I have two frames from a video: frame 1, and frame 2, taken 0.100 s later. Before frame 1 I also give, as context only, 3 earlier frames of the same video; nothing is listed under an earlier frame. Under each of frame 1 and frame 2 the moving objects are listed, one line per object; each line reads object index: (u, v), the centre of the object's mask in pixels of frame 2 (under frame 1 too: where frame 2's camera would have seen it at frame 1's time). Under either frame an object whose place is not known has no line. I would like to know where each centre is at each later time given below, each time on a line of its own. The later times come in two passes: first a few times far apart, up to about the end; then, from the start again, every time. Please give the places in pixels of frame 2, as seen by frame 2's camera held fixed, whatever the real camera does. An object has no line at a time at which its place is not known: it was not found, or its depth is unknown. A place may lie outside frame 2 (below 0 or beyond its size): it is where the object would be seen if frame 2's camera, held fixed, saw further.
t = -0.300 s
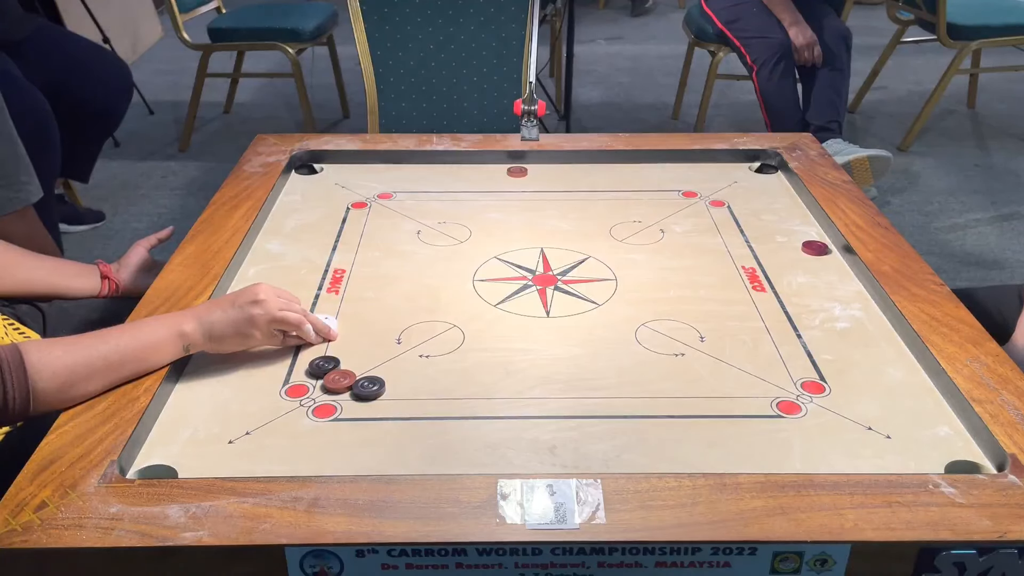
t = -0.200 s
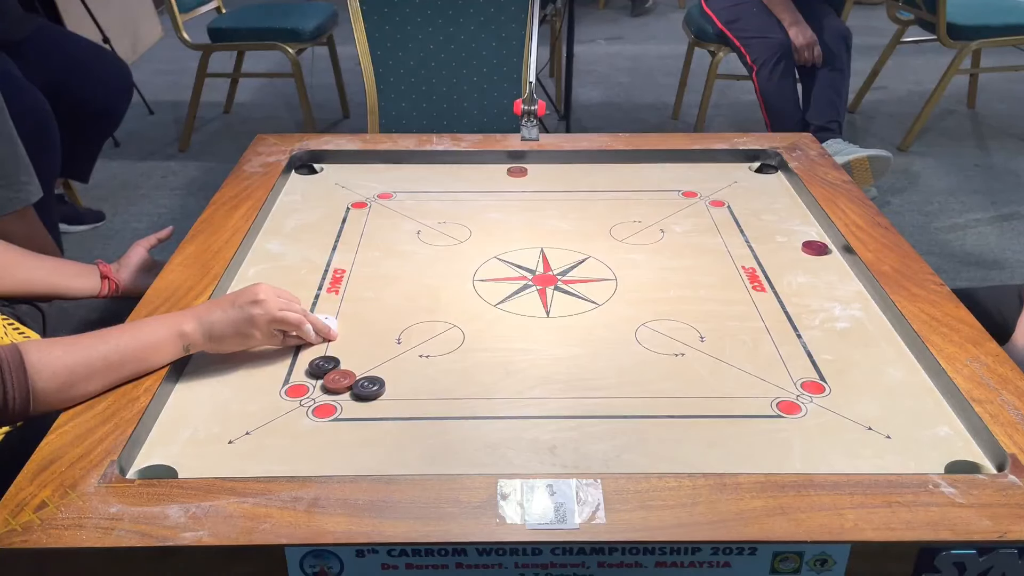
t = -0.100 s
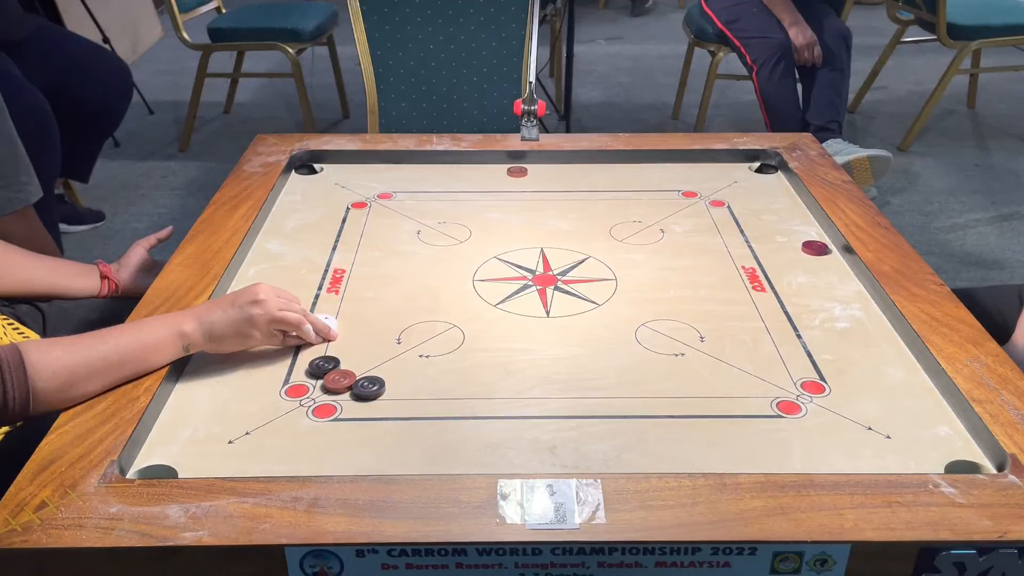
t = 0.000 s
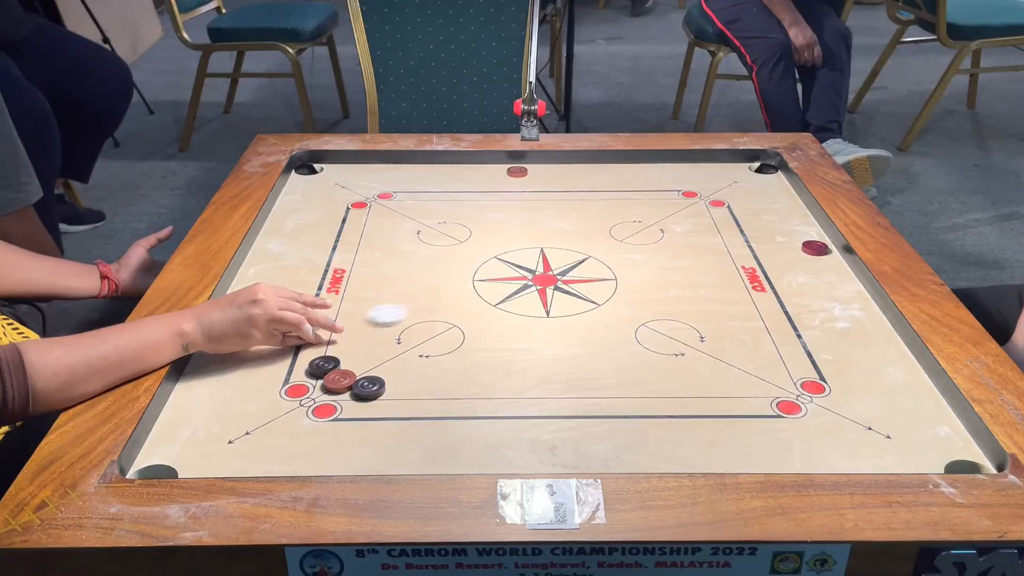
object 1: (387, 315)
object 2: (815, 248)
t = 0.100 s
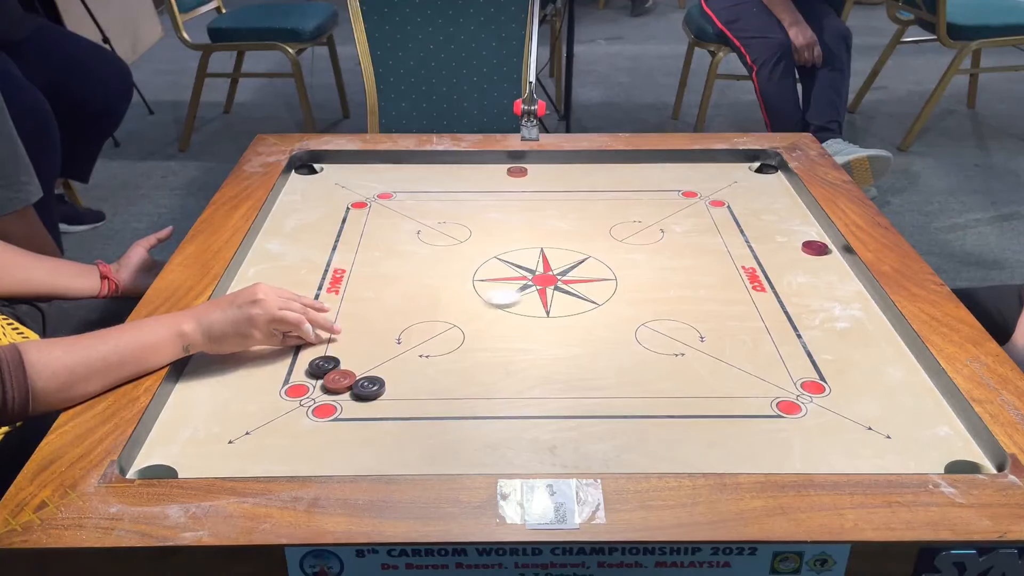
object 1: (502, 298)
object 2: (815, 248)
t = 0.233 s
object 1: (639, 276)
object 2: (815, 248)
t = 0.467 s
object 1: (792, 253)
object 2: (809, 238)
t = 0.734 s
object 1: (783, 256)
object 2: (711, 194)
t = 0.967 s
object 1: (783, 256)
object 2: (660, 172)
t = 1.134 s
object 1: (783, 256)
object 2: (639, 166)
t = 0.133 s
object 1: (537, 291)
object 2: (815, 248)
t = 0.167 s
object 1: (572, 286)
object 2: (815, 248)
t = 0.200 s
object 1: (605, 281)
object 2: (815, 248)
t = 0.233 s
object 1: (639, 276)
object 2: (815, 248)
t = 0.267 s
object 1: (667, 271)
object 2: (815, 248)
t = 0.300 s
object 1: (696, 267)
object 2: (815, 248)
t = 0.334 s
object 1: (724, 262)
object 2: (815, 248)
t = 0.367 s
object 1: (752, 258)
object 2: (815, 248)
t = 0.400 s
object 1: (778, 255)
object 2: (815, 248)
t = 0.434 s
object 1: (796, 252)
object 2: (820, 245)
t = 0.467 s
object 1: (792, 253)
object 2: (809, 238)
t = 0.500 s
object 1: (789, 254)
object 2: (794, 231)
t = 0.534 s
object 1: (787, 255)
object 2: (780, 225)
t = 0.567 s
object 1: (785, 256)
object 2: (767, 219)
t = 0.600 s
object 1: (784, 256)
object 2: (754, 214)
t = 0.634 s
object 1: (783, 256)
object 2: (742, 208)
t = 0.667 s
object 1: (783, 256)
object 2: (732, 203)
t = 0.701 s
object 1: (783, 256)
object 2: (721, 199)
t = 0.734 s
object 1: (783, 256)
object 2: (711, 194)
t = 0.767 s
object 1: (783, 256)
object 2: (702, 191)
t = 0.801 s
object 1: (783, 256)
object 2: (694, 187)
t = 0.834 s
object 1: (783, 256)
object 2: (686, 184)
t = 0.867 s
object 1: (783, 256)
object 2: (679, 180)
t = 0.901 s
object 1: (783, 256)
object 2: (672, 178)
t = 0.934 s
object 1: (783, 256)
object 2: (666, 175)
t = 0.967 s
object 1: (783, 256)
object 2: (660, 172)
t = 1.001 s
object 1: (783, 256)
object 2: (655, 170)
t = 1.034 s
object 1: (783, 256)
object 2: (650, 168)
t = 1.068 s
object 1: (783, 256)
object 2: (646, 166)
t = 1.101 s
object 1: (783, 256)
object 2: (642, 166)
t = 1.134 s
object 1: (783, 256)
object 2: (639, 166)
